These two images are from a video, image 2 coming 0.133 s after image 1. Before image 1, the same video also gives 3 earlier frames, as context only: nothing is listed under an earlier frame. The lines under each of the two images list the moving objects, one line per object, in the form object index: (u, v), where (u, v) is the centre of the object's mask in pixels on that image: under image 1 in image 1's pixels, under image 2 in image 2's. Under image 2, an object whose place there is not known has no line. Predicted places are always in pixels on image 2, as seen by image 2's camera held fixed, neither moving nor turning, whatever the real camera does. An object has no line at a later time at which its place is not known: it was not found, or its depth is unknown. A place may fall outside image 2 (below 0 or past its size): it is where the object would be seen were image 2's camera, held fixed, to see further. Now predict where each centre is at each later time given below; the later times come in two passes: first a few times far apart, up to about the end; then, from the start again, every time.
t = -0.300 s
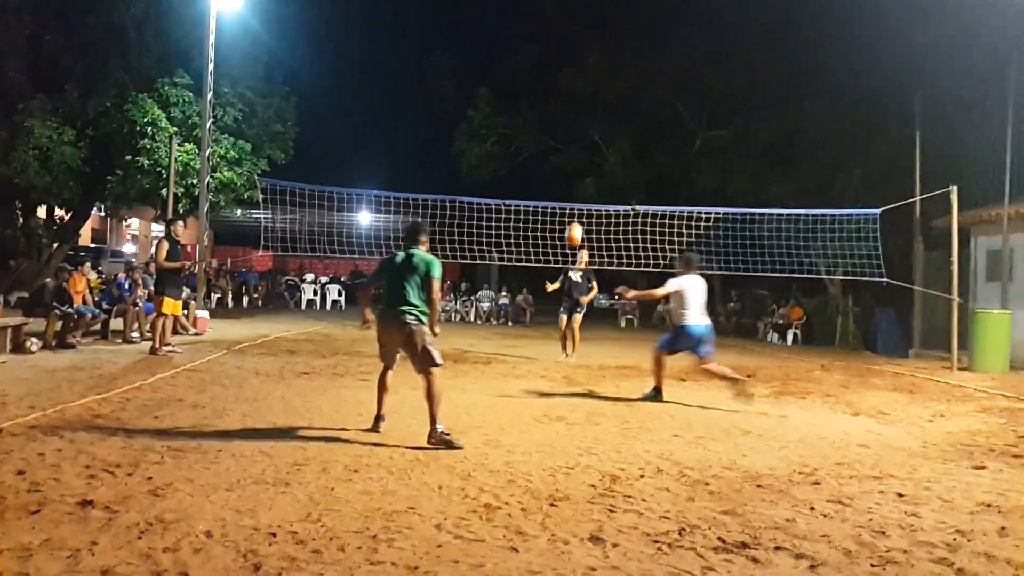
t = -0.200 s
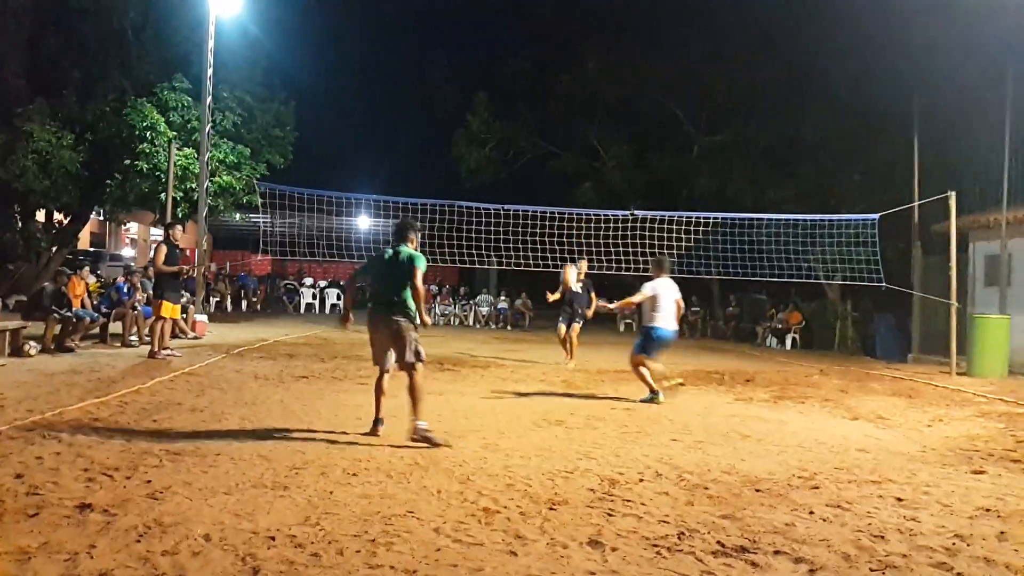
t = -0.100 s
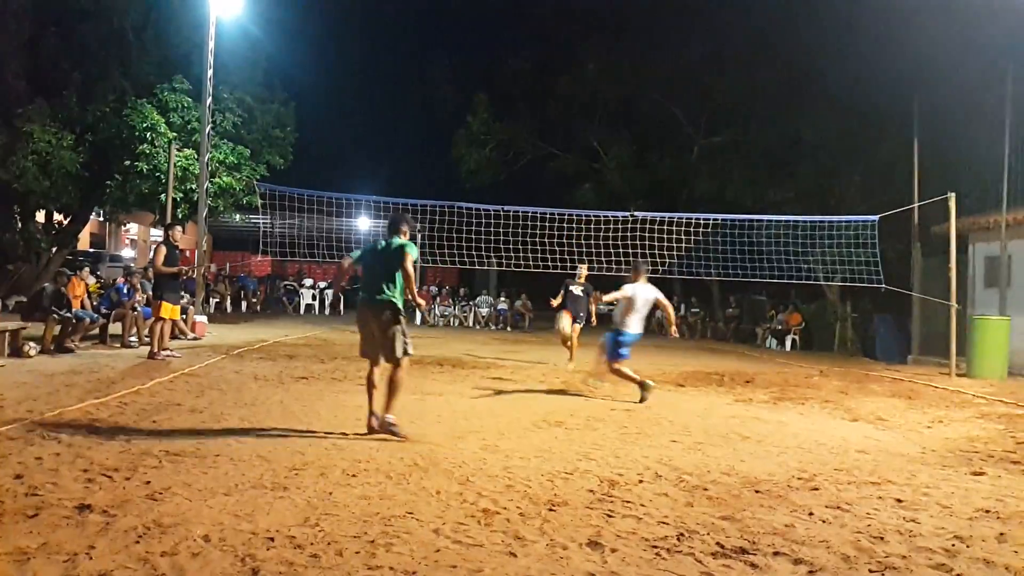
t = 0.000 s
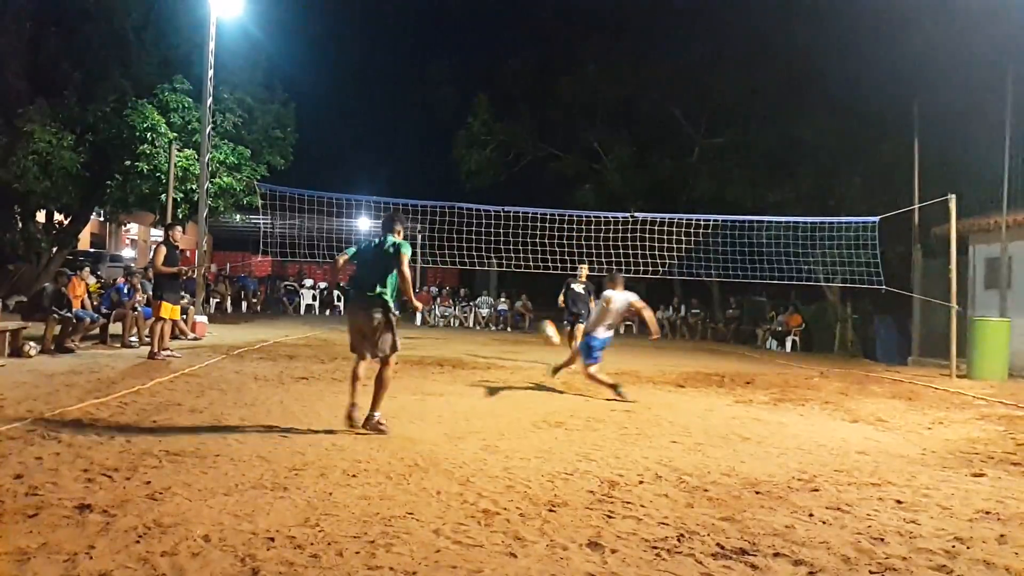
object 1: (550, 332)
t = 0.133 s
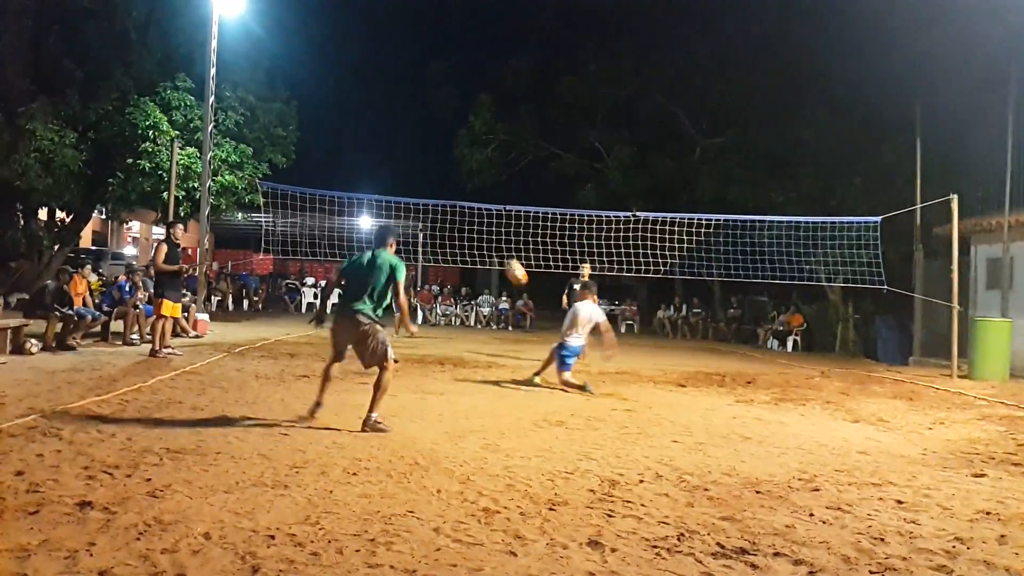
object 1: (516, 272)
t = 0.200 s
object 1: (498, 247)
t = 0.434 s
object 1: (431, 179)
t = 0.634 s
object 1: (369, 155)
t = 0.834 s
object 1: (301, 167)
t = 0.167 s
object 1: (507, 259)
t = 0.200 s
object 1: (498, 247)
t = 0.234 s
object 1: (489, 234)
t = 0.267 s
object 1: (480, 223)
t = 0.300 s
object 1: (471, 213)
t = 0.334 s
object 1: (461, 203)
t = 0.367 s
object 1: (451, 194)
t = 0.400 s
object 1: (441, 187)
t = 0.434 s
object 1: (431, 179)
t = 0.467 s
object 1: (422, 173)
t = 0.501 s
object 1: (411, 168)
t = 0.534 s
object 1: (401, 163)
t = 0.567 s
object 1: (391, 160)
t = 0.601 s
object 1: (380, 157)
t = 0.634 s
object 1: (369, 155)
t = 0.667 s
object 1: (359, 155)
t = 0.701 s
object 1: (347, 155)
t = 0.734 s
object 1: (336, 156)
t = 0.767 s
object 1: (325, 159)
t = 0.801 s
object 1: (312, 162)
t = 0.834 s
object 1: (301, 167)
